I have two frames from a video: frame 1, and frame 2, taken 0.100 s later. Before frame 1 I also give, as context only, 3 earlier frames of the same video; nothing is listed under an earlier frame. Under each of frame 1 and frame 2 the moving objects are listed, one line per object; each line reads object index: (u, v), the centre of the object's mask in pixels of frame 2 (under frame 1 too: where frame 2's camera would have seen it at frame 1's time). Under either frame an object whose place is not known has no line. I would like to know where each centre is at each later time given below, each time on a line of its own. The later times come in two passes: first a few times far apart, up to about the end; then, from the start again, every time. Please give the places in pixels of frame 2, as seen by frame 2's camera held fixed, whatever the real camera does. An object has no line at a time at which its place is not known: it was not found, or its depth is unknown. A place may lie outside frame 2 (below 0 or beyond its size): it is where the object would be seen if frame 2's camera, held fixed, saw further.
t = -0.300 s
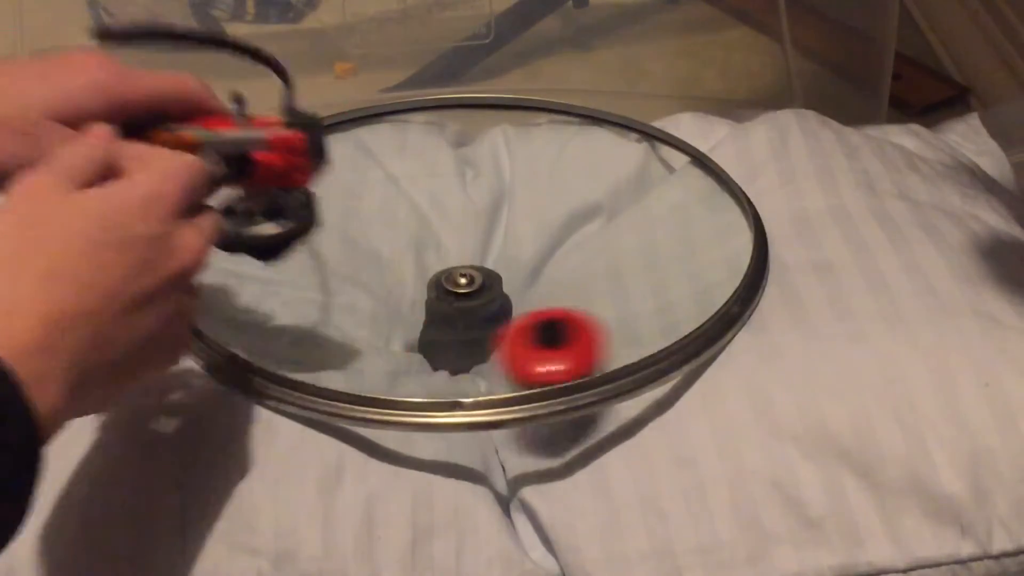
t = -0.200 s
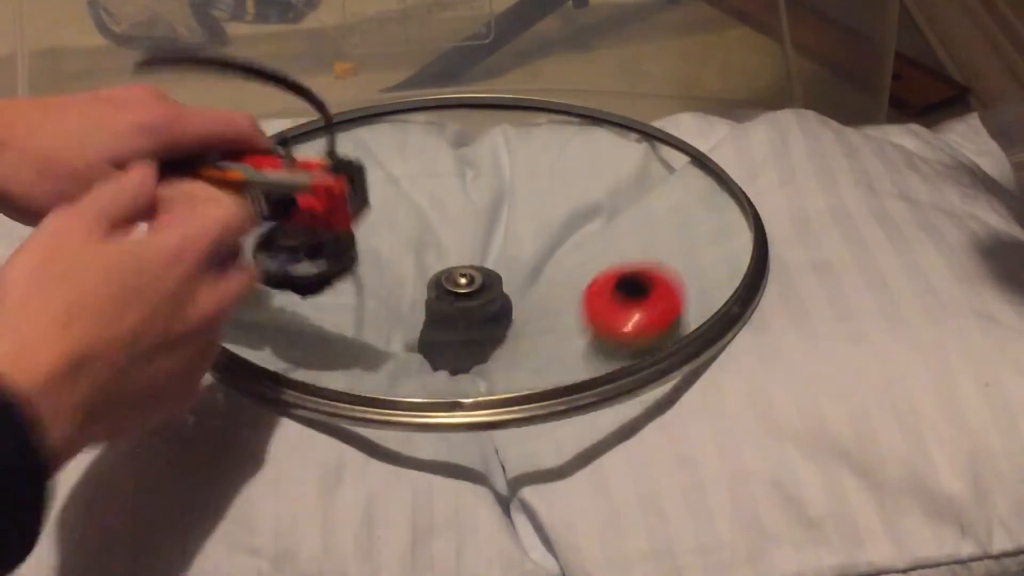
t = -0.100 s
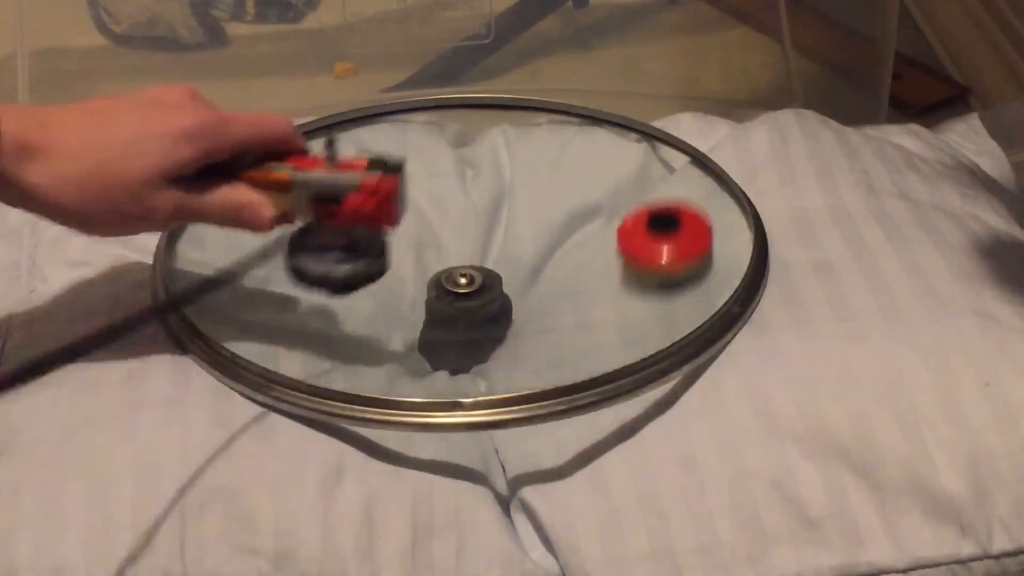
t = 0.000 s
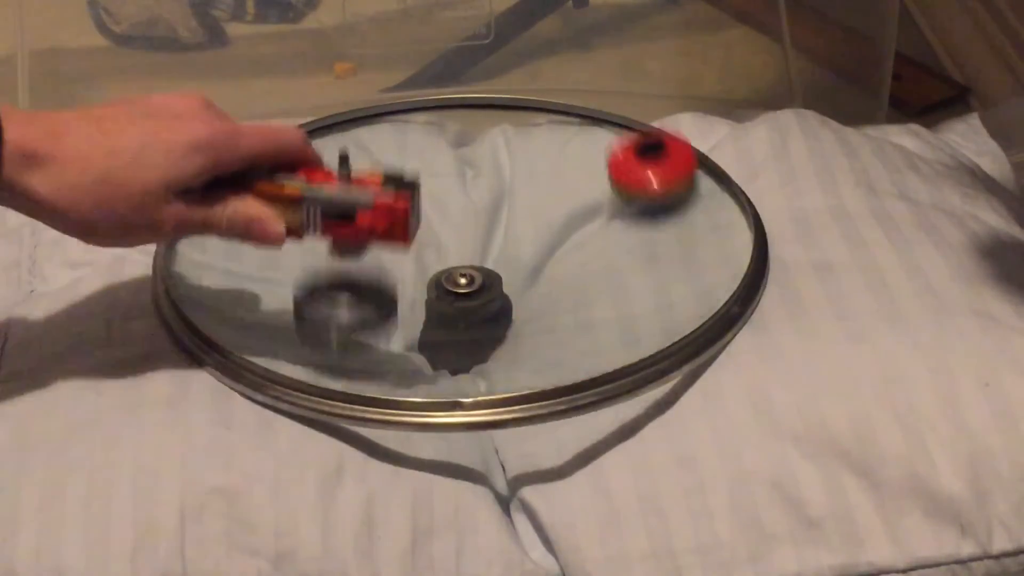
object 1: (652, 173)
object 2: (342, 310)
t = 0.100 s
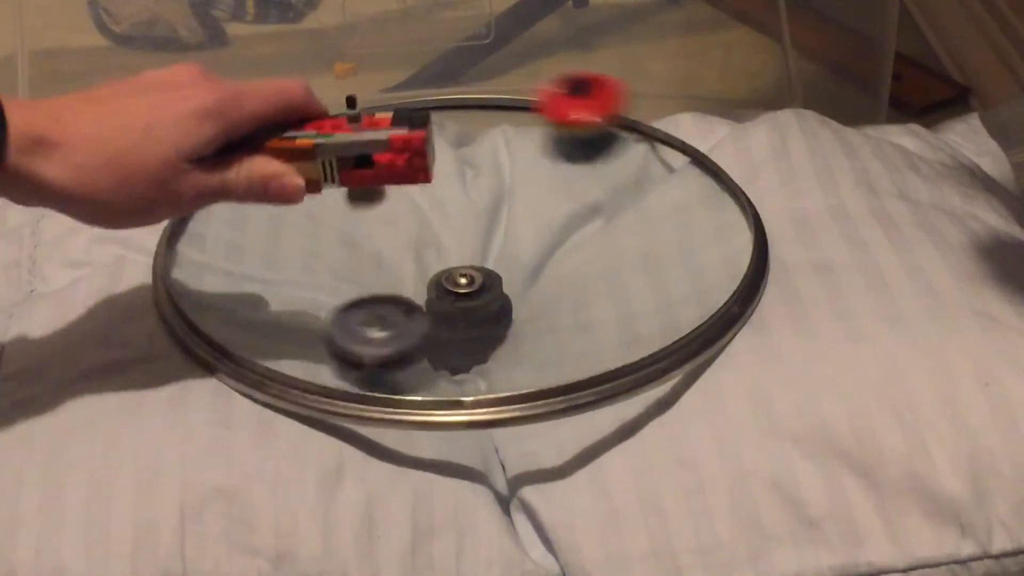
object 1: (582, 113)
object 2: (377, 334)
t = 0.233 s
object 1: (387, 133)
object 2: (473, 316)
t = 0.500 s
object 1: (298, 334)
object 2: (586, 156)
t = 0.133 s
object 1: (539, 110)
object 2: (397, 332)
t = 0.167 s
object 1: (492, 114)
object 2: (423, 330)
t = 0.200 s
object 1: (441, 121)
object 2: (446, 323)
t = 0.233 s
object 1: (387, 133)
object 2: (473, 316)
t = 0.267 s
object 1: (336, 144)
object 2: (499, 303)
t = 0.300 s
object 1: (292, 165)
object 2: (531, 286)
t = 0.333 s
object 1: (256, 189)
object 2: (556, 266)
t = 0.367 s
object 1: (237, 219)
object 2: (575, 246)
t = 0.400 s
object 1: (229, 252)
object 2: (589, 225)
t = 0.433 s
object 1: (230, 284)
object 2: (595, 200)
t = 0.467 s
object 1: (250, 310)
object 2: (594, 178)
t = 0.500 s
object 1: (298, 334)
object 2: (586, 156)
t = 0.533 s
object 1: (355, 349)
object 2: (573, 135)
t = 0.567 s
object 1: (432, 352)
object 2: (549, 117)
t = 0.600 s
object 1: (507, 348)
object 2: (514, 119)
